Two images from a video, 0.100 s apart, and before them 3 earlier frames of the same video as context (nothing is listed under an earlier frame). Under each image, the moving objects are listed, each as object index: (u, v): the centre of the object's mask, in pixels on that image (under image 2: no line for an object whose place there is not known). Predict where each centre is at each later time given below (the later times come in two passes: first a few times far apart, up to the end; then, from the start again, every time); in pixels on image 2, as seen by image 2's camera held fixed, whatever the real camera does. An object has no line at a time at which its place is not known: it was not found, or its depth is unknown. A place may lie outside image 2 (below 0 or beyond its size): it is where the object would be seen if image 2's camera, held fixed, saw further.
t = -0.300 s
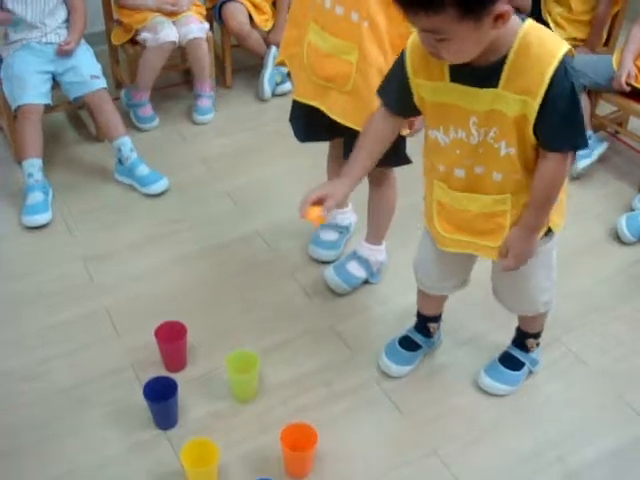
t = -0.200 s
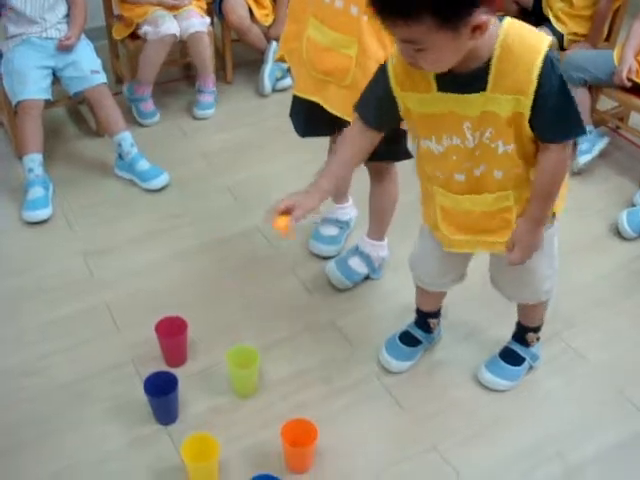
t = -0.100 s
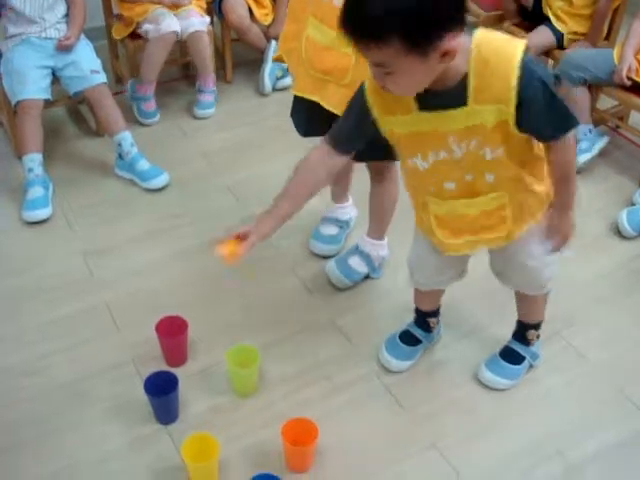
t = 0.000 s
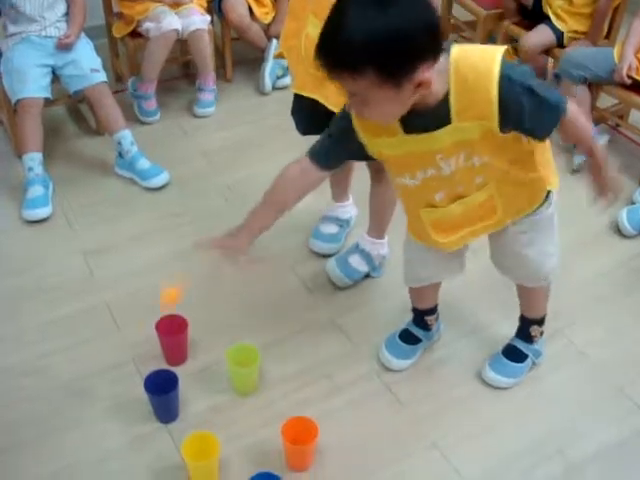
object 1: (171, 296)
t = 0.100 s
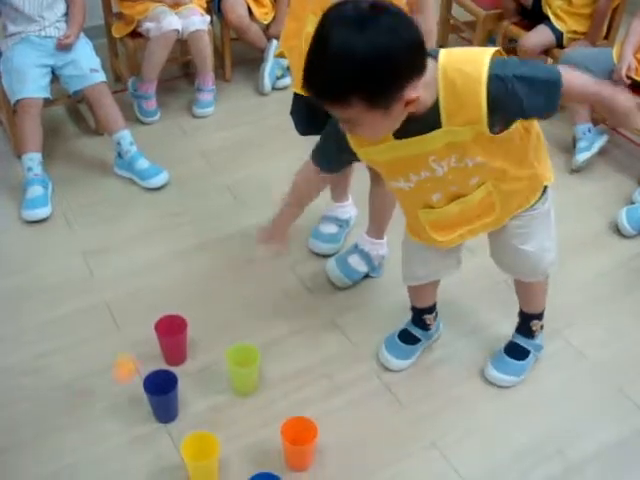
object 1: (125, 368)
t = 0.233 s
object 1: (74, 343)
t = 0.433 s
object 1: (14, 290)
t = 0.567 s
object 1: (6, 332)
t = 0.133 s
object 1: (115, 398)
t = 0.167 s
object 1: (104, 390)
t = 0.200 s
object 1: (86, 364)
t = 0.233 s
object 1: (74, 343)
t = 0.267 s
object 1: (60, 323)
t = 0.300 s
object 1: (48, 308)
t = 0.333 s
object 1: (38, 297)
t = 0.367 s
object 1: (29, 291)
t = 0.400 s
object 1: (20, 289)
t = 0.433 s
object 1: (14, 290)
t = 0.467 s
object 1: (10, 295)
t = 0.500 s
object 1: (7, 304)
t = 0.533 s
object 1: (7, 317)
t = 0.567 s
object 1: (6, 332)
